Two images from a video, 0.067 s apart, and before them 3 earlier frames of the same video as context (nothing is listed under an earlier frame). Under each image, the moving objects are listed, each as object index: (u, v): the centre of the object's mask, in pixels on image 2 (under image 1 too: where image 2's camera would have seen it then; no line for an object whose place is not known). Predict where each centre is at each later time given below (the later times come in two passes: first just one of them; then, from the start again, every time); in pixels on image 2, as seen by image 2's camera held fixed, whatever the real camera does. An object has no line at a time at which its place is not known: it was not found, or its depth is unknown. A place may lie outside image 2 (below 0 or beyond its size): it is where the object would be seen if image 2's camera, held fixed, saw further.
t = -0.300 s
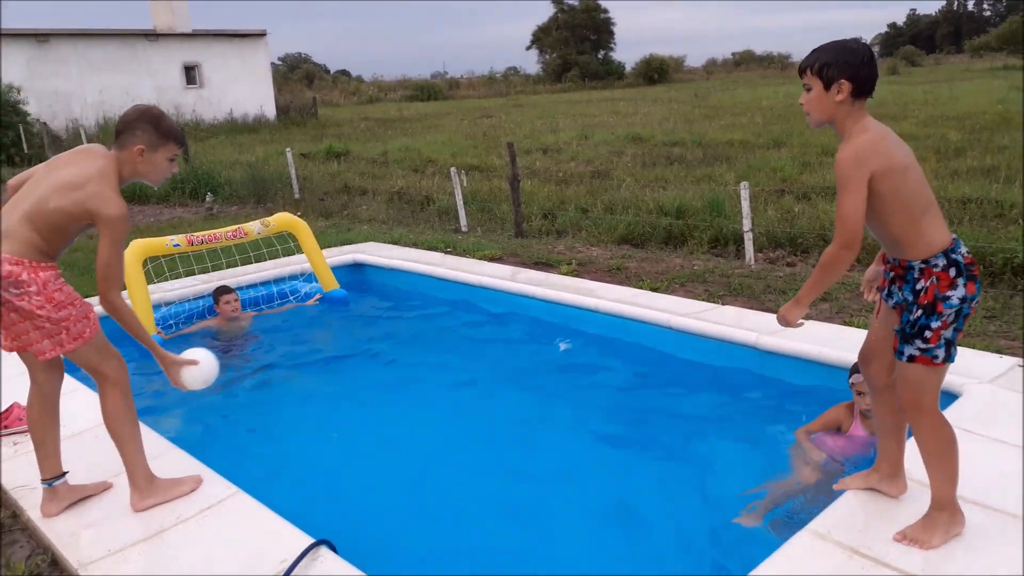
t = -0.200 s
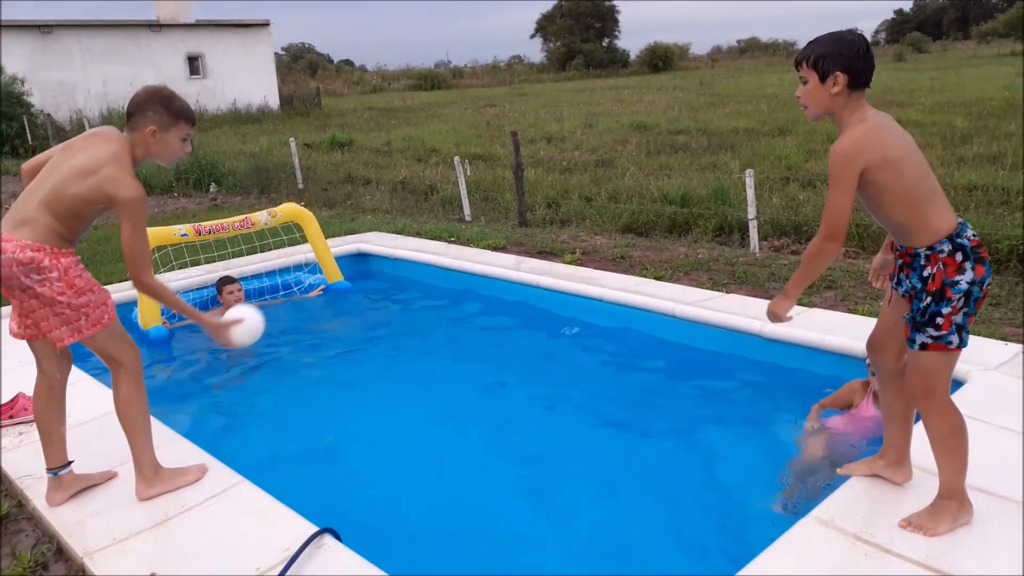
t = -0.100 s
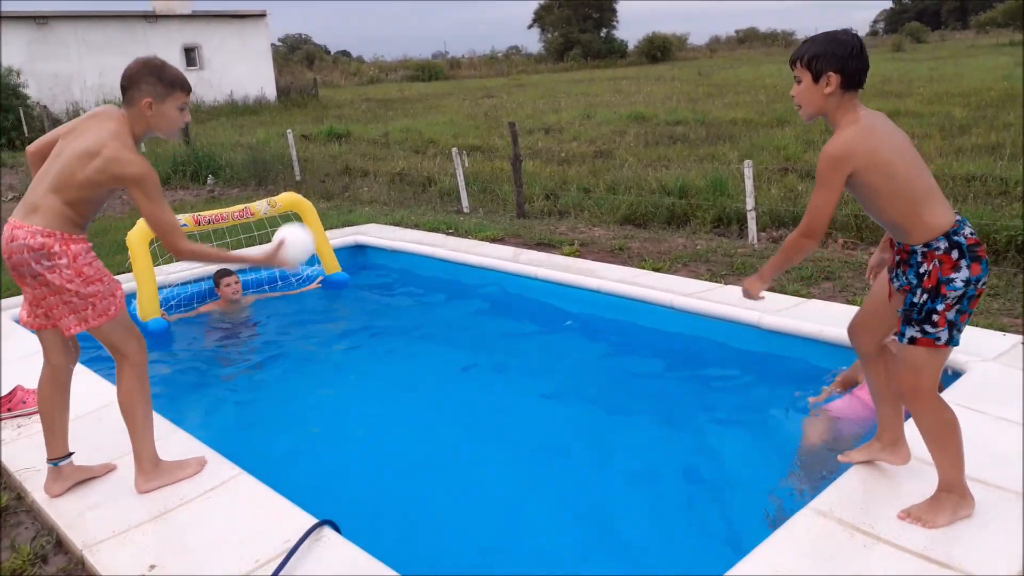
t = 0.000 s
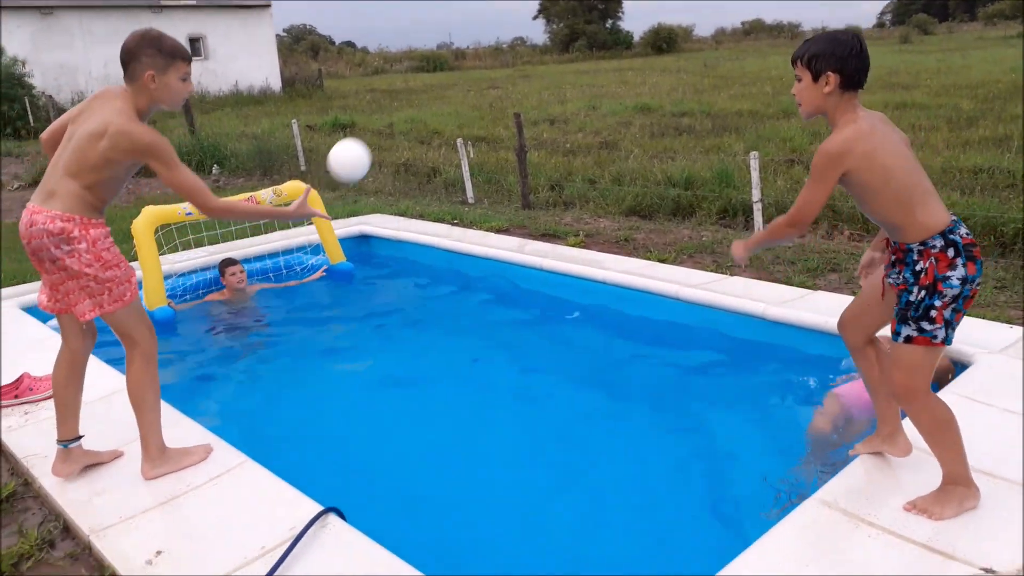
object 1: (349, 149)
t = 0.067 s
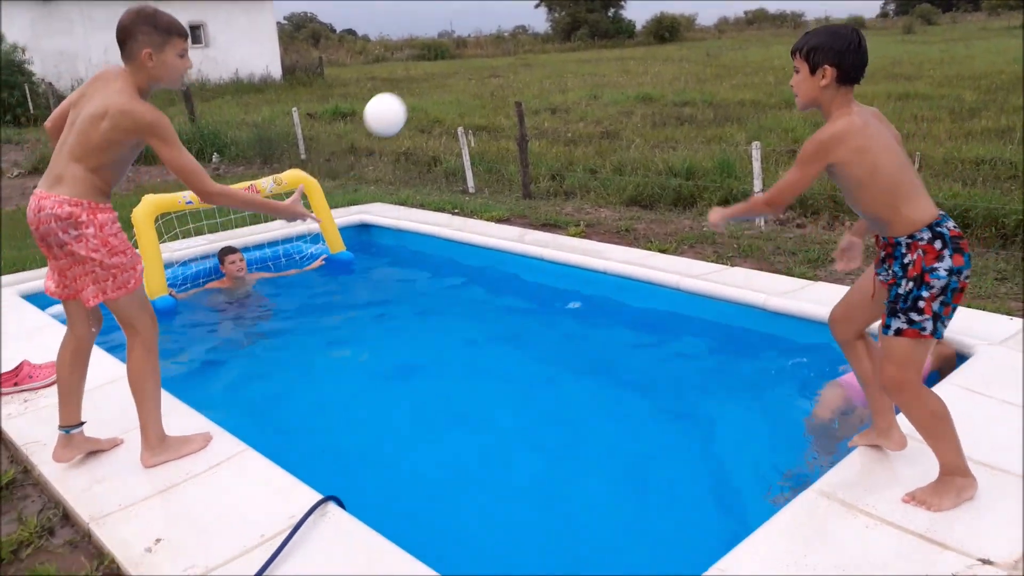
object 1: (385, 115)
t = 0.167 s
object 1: (440, 86)
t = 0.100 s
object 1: (403, 102)
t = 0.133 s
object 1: (421, 92)
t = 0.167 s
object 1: (440, 86)
